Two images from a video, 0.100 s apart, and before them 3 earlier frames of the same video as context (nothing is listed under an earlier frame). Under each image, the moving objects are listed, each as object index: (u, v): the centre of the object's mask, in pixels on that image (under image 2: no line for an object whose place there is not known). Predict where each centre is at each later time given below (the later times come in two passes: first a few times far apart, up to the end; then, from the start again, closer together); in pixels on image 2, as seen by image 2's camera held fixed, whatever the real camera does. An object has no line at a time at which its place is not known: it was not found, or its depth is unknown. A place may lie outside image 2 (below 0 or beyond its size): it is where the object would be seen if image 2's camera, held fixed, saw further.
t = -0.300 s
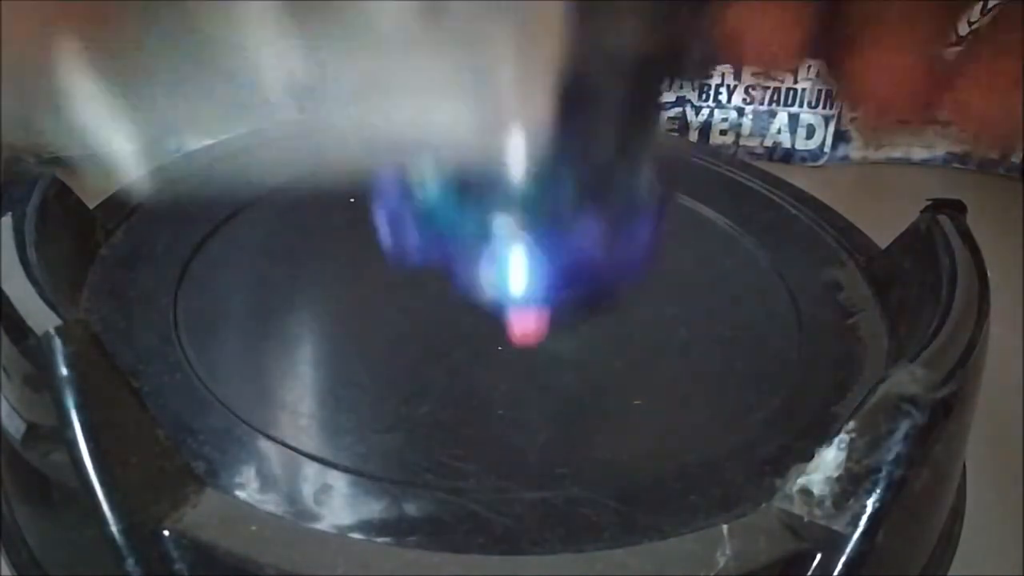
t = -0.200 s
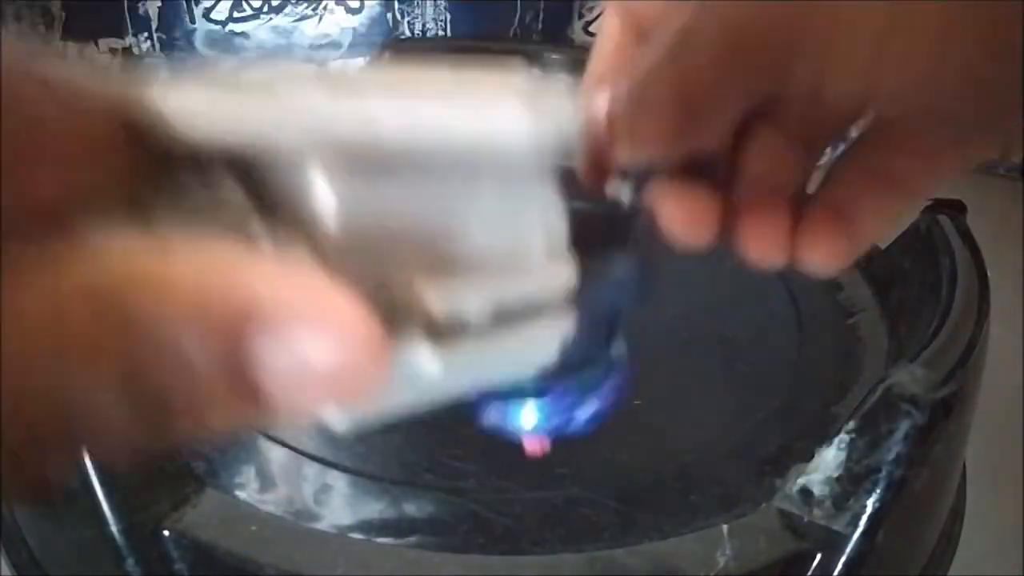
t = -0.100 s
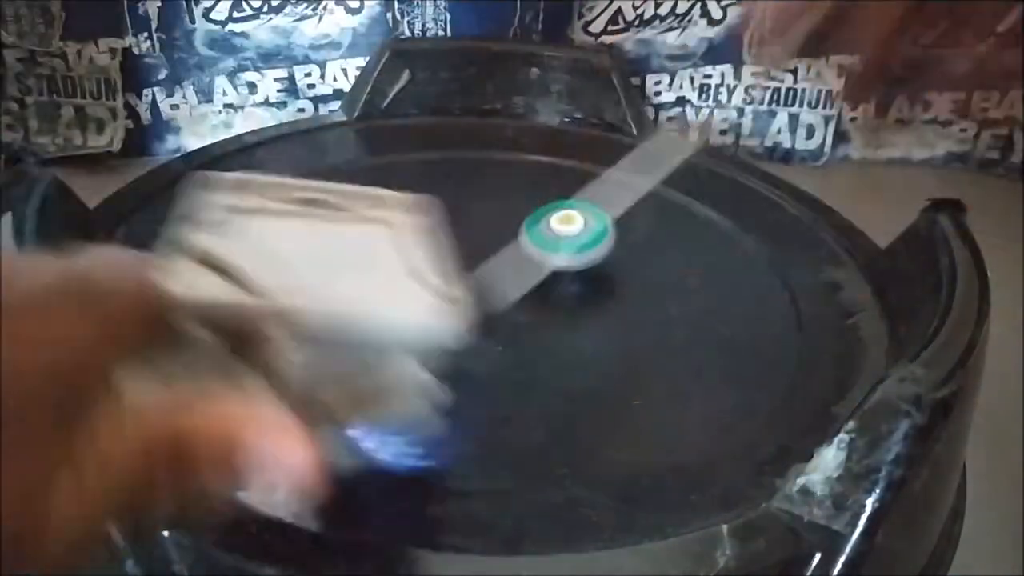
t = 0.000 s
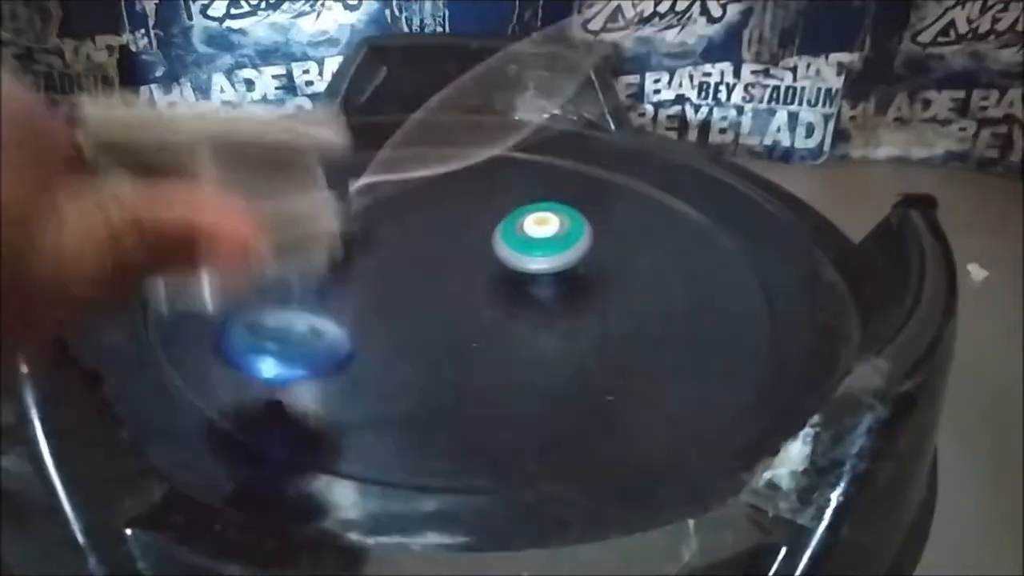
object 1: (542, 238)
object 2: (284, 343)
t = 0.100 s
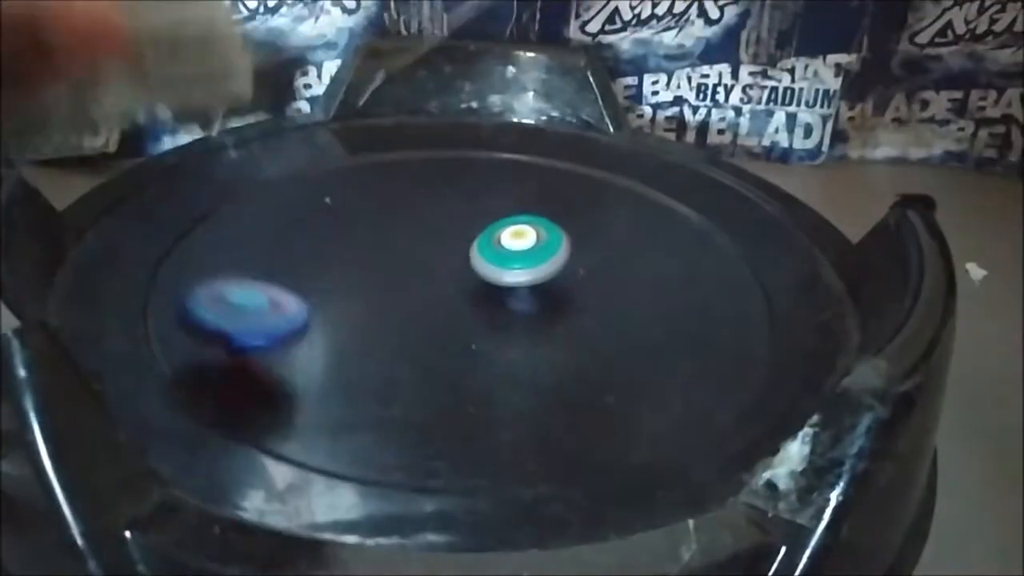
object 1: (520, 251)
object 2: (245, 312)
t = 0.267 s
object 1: (528, 286)
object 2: (175, 265)
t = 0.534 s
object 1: (599, 313)
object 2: (211, 260)
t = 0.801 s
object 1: (591, 292)
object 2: (322, 262)
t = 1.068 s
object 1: (495, 313)
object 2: (376, 176)
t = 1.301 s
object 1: (463, 340)
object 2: (254, 181)
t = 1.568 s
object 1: (688, 391)
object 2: (340, 223)
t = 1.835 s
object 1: (765, 176)
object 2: (312, 109)
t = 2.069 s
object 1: (703, 187)
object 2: (394, 187)
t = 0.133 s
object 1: (518, 258)
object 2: (232, 300)
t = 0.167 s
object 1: (517, 265)
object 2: (219, 290)
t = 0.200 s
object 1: (519, 272)
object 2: (204, 282)
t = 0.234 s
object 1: (522, 278)
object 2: (189, 271)
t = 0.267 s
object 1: (528, 286)
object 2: (175, 265)
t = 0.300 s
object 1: (535, 293)
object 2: (162, 258)
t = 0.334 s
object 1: (544, 299)
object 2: (169, 257)
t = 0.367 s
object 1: (552, 303)
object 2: (179, 261)
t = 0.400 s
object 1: (562, 307)
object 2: (188, 263)
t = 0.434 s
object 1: (574, 310)
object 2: (196, 263)
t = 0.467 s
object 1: (583, 312)
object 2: (202, 262)
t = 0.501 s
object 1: (592, 313)
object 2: (208, 261)
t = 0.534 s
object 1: (599, 313)
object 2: (211, 260)
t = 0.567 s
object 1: (606, 311)
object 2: (216, 260)
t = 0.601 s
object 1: (614, 309)
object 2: (223, 260)
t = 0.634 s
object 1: (617, 306)
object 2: (234, 261)
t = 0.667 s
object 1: (618, 303)
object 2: (247, 263)
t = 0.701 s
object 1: (615, 300)
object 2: (262, 264)
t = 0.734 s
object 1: (610, 296)
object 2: (281, 266)
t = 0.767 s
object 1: (602, 294)
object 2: (302, 265)
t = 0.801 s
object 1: (591, 292)
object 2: (322, 262)
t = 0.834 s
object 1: (579, 290)
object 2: (340, 258)
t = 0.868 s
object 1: (569, 291)
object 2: (356, 250)
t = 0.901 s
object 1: (558, 292)
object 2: (370, 241)
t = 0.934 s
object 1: (545, 296)
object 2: (379, 228)
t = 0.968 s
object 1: (531, 300)
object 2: (384, 214)
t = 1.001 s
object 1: (518, 304)
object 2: (386, 201)
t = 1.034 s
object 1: (505, 308)
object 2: (383, 188)
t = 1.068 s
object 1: (495, 313)
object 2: (376, 176)
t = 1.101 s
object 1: (484, 317)
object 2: (364, 166)
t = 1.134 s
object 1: (474, 322)
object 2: (348, 158)
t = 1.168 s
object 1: (466, 327)
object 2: (329, 150)
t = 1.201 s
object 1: (462, 331)
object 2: (307, 144)
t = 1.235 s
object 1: (461, 335)
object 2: (288, 150)
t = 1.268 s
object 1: (461, 338)
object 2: (268, 165)
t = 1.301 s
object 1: (463, 340)
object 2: (254, 181)
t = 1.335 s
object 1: (466, 341)
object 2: (252, 202)
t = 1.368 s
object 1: (472, 341)
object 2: (264, 227)
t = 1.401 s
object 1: (478, 340)
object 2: (297, 256)
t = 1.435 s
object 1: (482, 338)
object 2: (342, 285)
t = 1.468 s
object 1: (483, 337)
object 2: (368, 295)
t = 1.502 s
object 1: (516, 349)
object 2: (378, 289)
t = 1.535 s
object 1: (599, 373)
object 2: (358, 254)
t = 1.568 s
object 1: (688, 391)
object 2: (340, 223)
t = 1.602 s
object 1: (752, 379)
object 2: (325, 200)
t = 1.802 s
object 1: (768, 181)
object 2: (298, 107)
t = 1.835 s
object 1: (765, 176)
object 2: (312, 109)
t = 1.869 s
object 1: (759, 177)
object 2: (326, 120)
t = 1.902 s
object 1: (751, 182)
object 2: (339, 133)
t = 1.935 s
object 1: (741, 196)
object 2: (352, 152)
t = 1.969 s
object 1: (733, 214)
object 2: (364, 171)
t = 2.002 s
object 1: (722, 229)
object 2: (373, 173)
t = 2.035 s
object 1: (713, 208)
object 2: (383, 177)
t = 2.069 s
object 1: (703, 187)
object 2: (394, 187)
